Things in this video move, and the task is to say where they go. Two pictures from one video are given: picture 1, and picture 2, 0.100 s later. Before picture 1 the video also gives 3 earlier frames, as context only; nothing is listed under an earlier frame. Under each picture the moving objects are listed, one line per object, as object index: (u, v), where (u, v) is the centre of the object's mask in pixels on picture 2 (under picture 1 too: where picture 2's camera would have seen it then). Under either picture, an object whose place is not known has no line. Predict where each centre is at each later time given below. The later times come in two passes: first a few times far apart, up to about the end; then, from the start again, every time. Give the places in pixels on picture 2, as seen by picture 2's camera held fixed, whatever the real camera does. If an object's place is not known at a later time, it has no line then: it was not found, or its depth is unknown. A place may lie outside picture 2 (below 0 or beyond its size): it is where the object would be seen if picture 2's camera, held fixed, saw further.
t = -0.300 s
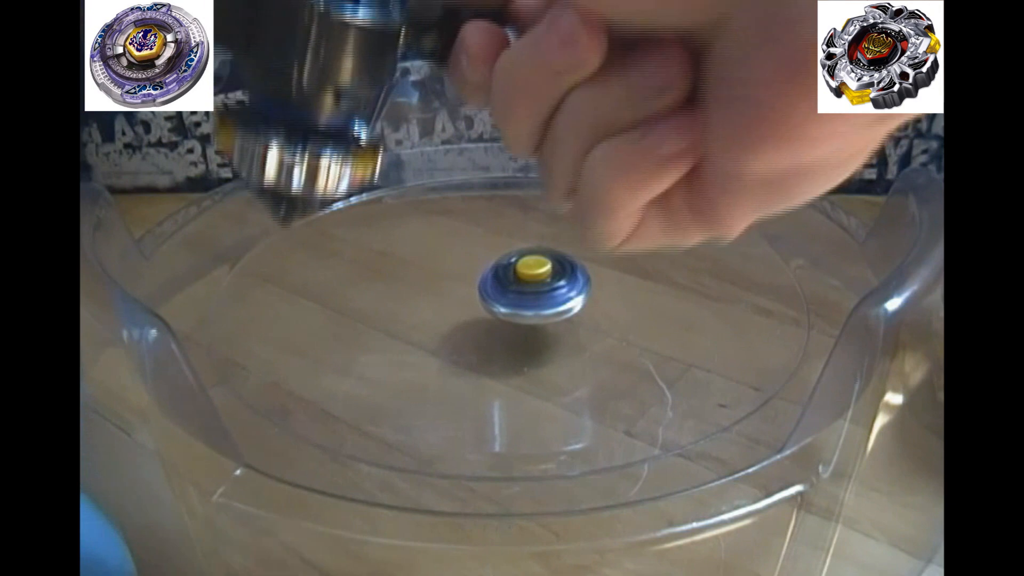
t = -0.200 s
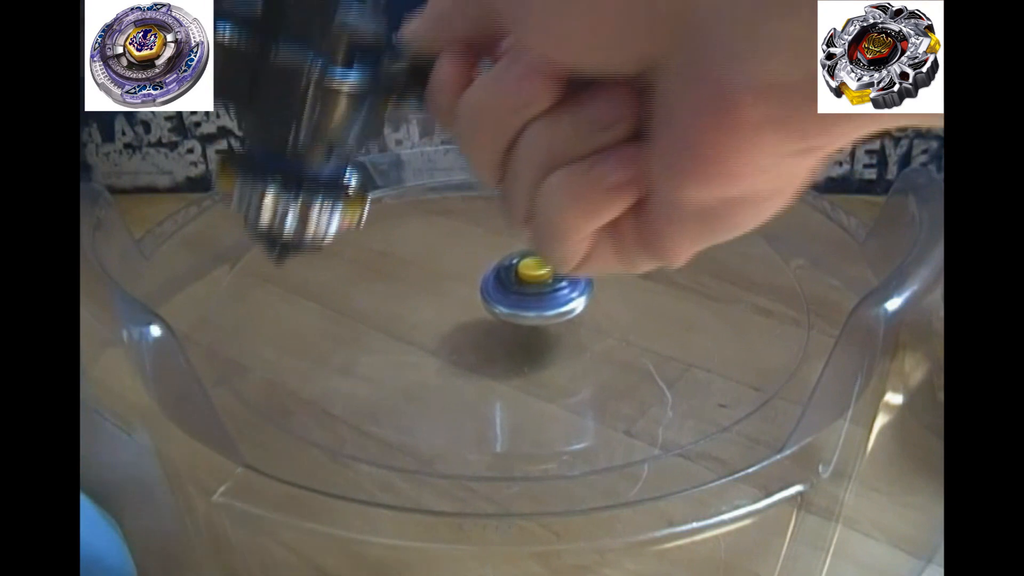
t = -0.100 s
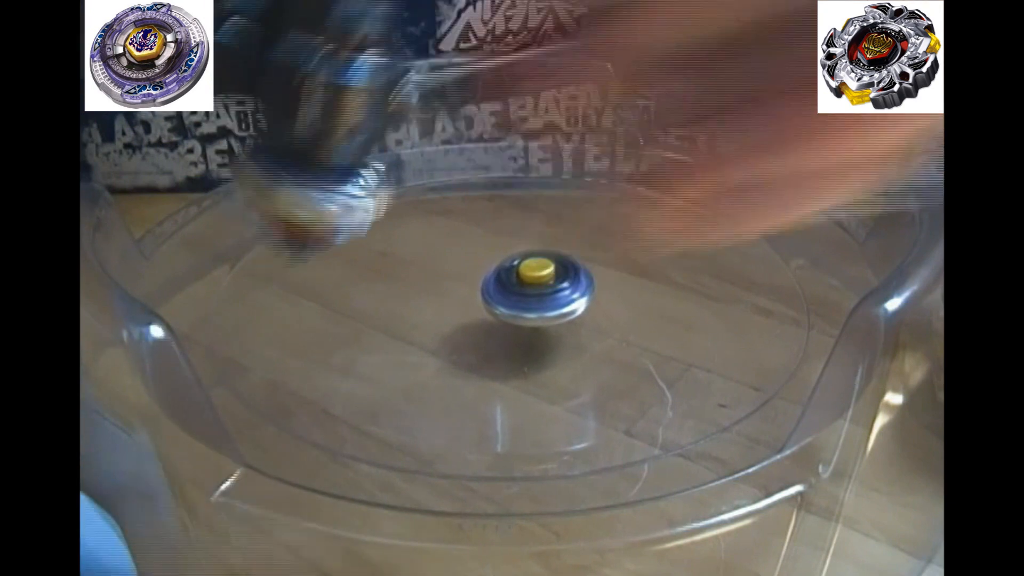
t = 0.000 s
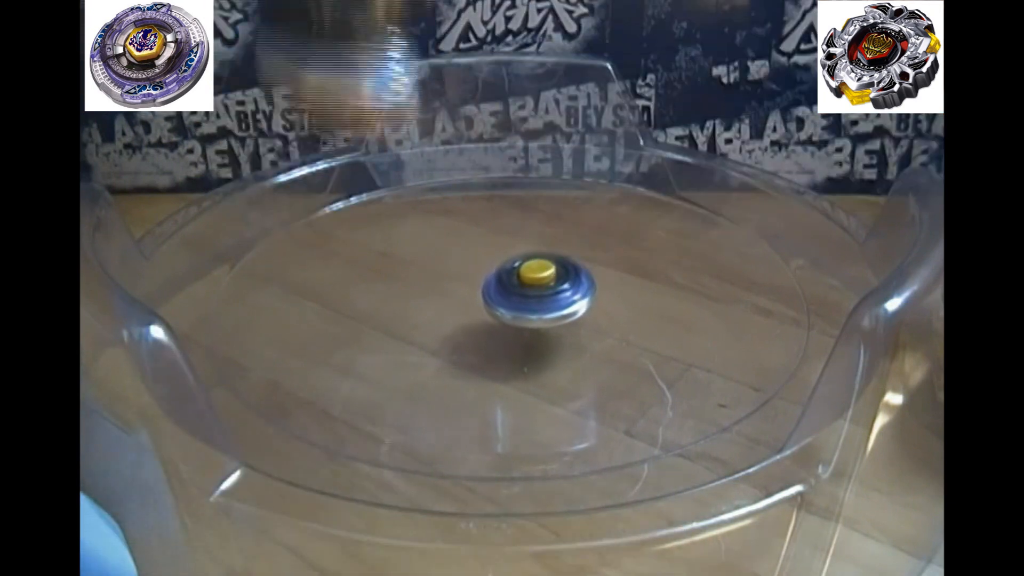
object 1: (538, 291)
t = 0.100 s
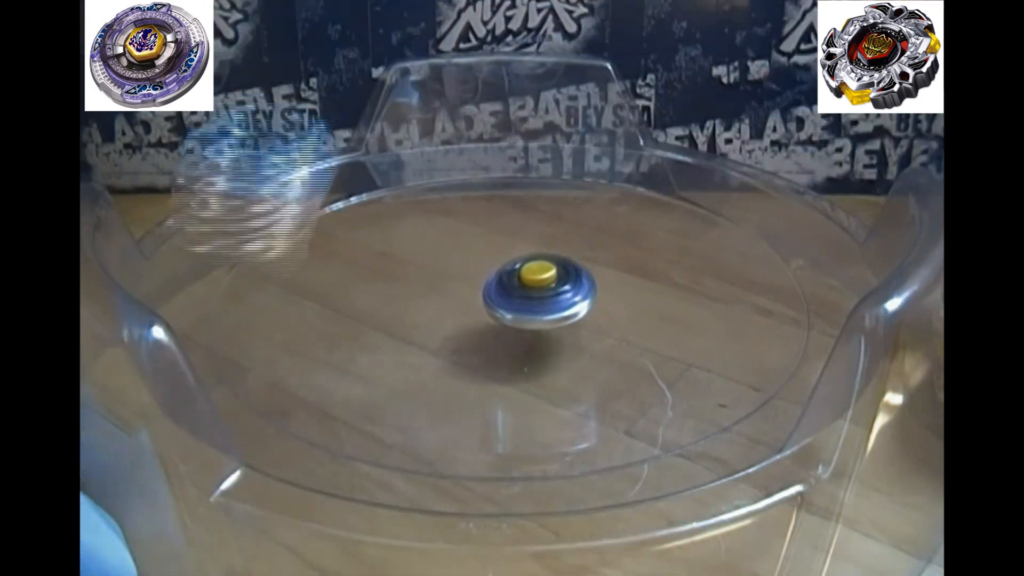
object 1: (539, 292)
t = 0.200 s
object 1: (538, 293)
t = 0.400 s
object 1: (535, 298)
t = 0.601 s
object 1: (555, 314)
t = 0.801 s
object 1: (527, 319)
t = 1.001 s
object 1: (497, 315)
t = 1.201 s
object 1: (455, 361)
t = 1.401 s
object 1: (471, 369)
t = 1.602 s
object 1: (496, 347)
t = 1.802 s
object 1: (520, 389)
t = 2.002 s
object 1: (567, 396)
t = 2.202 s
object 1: (576, 353)
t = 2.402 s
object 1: (551, 309)
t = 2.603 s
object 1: (537, 343)
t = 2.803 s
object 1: (542, 320)
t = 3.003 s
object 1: (518, 299)
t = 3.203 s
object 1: (371, 346)
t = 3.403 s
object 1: (438, 335)
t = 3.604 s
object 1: (523, 358)
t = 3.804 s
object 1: (558, 328)
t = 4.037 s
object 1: (533, 339)
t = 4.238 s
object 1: (485, 416)
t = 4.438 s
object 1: (677, 374)
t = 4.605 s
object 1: (712, 289)
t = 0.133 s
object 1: (539, 293)
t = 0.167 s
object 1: (539, 293)
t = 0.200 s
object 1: (538, 293)
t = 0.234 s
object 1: (538, 294)
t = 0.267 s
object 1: (537, 295)
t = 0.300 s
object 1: (537, 295)
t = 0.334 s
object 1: (537, 296)
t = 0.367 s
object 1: (537, 297)
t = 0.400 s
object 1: (535, 298)
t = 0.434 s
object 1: (534, 298)
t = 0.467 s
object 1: (534, 299)
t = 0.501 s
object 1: (540, 296)
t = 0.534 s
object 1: (547, 304)
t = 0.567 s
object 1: (553, 308)
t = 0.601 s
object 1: (555, 314)
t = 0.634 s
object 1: (554, 318)
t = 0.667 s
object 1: (552, 319)
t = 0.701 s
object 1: (547, 321)
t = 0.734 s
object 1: (541, 321)
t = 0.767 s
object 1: (534, 320)
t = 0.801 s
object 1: (527, 319)
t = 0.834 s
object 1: (521, 318)
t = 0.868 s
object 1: (516, 317)
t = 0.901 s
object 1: (511, 317)
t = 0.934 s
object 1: (506, 316)
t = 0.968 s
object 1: (501, 316)
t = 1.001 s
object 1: (497, 315)
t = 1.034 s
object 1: (493, 315)
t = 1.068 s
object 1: (489, 314)
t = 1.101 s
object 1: (486, 315)
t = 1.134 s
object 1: (475, 333)
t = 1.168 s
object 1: (463, 350)
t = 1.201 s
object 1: (455, 361)
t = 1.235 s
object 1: (449, 370)
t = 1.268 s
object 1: (448, 374)
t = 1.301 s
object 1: (452, 375)
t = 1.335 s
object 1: (459, 374)
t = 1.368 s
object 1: (465, 372)
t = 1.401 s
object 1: (471, 369)
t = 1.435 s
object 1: (477, 366)
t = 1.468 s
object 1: (482, 362)
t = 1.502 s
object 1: (487, 359)
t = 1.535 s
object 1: (491, 355)
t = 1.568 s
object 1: (494, 351)
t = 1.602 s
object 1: (496, 347)
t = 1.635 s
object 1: (498, 343)
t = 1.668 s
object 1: (499, 340)
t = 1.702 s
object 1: (499, 337)
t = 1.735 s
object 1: (504, 354)
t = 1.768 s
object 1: (512, 373)
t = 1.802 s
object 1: (520, 389)
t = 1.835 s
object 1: (530, 398)
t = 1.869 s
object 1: (540, 406)
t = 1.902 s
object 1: (550, 406)
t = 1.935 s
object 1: (557, 405)
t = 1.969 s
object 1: (562, 401)
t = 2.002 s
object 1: (567, 396)
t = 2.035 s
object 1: (572, 391)
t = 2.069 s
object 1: (575, 385)
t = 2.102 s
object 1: (578, 378)
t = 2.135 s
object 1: (579, 370)
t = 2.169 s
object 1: (578, 362)
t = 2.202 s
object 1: (576, 353)
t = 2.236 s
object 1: (573, 345)
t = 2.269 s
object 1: (569, 335)
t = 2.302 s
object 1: (565, 327)
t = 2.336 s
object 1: (560, 319)
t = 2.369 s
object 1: (556, 312)
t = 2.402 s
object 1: (551, 309)
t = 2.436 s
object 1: (551, 318)
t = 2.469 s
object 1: (549, 328)
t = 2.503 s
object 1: (545, 335)
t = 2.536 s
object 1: (542, 342)
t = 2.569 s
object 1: (539, 344)
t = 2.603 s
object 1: (537, 343)
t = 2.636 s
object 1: (537, 341)
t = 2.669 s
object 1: (539, 336)
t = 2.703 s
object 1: (540, 332)
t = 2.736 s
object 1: (541, 328)
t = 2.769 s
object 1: (542, 324)
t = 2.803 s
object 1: (542, 320)
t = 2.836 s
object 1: (541, 316)
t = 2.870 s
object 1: (541, 313)
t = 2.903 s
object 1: (540, 309)
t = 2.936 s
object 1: (538, 306)
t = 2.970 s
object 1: (538, 304)
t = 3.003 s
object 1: (518, 299)
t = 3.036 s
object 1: (488, 306)
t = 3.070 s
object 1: (453, 333)
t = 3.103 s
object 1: (427, 334)
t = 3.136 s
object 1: (401, 346)
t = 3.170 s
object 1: (382, 348)
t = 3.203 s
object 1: (371, 346)
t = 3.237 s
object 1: (367, 347)
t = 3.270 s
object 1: (370, 348)
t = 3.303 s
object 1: (380, 347)
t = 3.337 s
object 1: (396, 344)
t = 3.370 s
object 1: (416, 340)
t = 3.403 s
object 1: (438, 335)
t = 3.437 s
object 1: (456, 337)
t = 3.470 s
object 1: (467, 347)
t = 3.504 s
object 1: (480, 353)
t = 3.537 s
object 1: (495, 357)
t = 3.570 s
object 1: (510, 359)
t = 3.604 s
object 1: (523, 358)
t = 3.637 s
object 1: (532, 355)
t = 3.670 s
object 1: (540, 350)
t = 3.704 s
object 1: (546, 345)
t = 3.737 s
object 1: (552, 339)
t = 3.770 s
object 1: (556, 333)
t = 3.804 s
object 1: (558, 328)
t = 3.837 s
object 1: (560, 323)
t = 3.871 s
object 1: (561, 319)
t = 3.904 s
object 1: (560, 314)
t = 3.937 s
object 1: (559, 311)
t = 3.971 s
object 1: (558, 308)
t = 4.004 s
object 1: (552, 312)
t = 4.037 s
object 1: (533, 339)
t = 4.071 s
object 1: (513, 362)
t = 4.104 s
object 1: (494, 380)
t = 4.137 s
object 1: (479, 392)
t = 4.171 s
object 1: (470, 401)
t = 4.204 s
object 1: (472, 410)
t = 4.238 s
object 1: (485, 416)
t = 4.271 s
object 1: (508, 419)
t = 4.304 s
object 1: (541, 418)
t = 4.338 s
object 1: (581, 411)
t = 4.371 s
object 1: (616, 401)
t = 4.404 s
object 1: (650, 389)
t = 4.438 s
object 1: (677, 374)
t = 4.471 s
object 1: (698, 357)
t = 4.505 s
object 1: (711, 340)
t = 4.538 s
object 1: (718, 321)
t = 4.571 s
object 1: (718, 304)
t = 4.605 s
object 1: (712, 289)
